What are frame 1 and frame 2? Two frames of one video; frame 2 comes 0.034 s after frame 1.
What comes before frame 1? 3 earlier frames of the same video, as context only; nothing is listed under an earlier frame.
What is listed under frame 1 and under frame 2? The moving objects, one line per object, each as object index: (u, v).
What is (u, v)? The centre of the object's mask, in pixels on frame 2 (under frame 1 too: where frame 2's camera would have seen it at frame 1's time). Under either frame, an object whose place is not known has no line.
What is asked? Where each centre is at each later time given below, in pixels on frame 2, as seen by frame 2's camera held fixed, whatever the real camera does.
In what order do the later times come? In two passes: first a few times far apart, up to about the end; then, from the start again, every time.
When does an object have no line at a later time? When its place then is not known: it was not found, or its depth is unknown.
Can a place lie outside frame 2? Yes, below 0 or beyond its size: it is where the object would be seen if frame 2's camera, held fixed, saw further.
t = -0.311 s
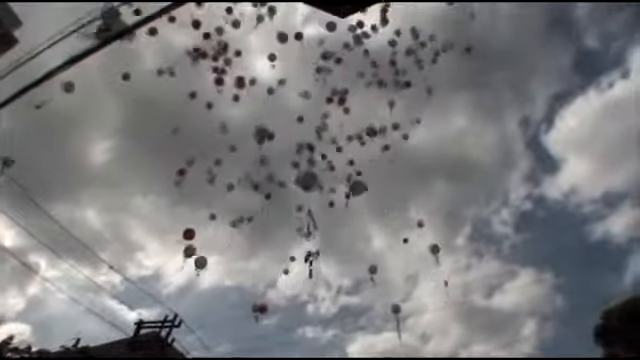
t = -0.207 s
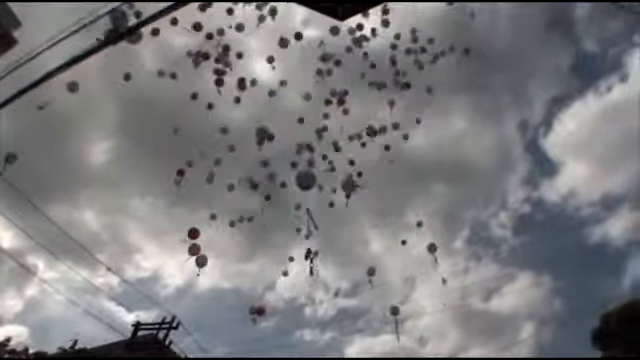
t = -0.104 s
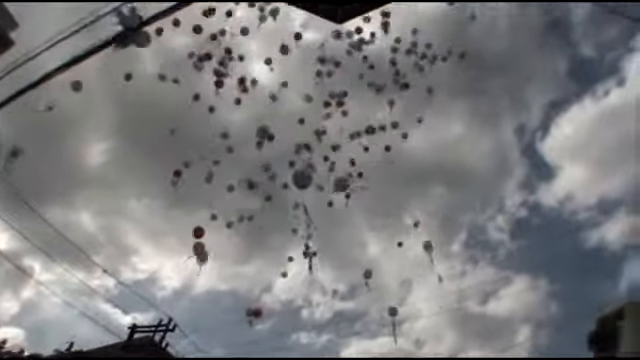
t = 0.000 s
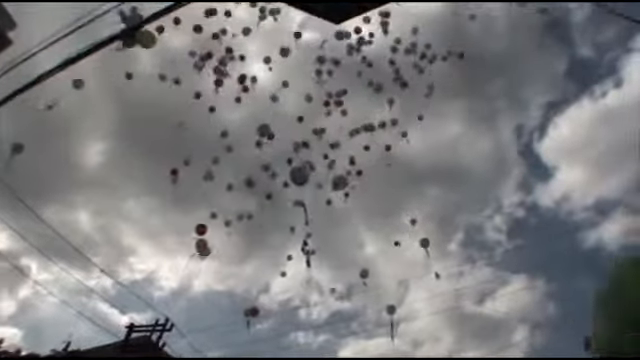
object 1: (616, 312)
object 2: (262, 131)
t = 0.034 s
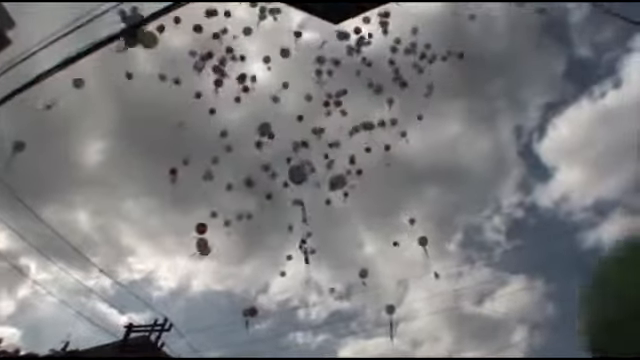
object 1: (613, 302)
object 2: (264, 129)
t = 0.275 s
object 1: (589, 236)
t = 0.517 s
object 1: (547, 165)
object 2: (280, 129)
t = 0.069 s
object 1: (611, 295)
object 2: (264, 129)
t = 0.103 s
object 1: (607, 288)
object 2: (266, 128)
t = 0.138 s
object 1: (604, 281)
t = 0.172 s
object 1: (601, 274)
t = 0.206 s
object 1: (598, 261)
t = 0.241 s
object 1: (594, 249)
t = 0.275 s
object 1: (589, 236)
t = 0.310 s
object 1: (583, 225)
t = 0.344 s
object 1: (576, 214)
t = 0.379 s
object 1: (569, 203)
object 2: (276, 128)
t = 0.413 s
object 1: (563, 193)
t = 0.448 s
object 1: (557, 183)
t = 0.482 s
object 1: (552, 174)
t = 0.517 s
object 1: (547, 165)
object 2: (280, 129)
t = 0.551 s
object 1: (543, 158)
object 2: (281, 128)
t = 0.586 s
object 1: (538, 151)
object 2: (282, 130)
